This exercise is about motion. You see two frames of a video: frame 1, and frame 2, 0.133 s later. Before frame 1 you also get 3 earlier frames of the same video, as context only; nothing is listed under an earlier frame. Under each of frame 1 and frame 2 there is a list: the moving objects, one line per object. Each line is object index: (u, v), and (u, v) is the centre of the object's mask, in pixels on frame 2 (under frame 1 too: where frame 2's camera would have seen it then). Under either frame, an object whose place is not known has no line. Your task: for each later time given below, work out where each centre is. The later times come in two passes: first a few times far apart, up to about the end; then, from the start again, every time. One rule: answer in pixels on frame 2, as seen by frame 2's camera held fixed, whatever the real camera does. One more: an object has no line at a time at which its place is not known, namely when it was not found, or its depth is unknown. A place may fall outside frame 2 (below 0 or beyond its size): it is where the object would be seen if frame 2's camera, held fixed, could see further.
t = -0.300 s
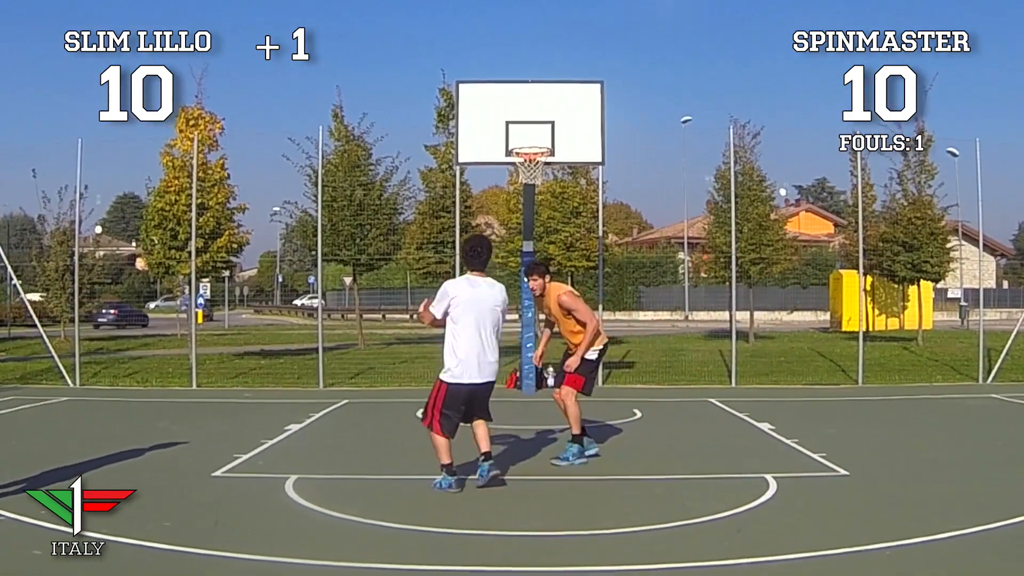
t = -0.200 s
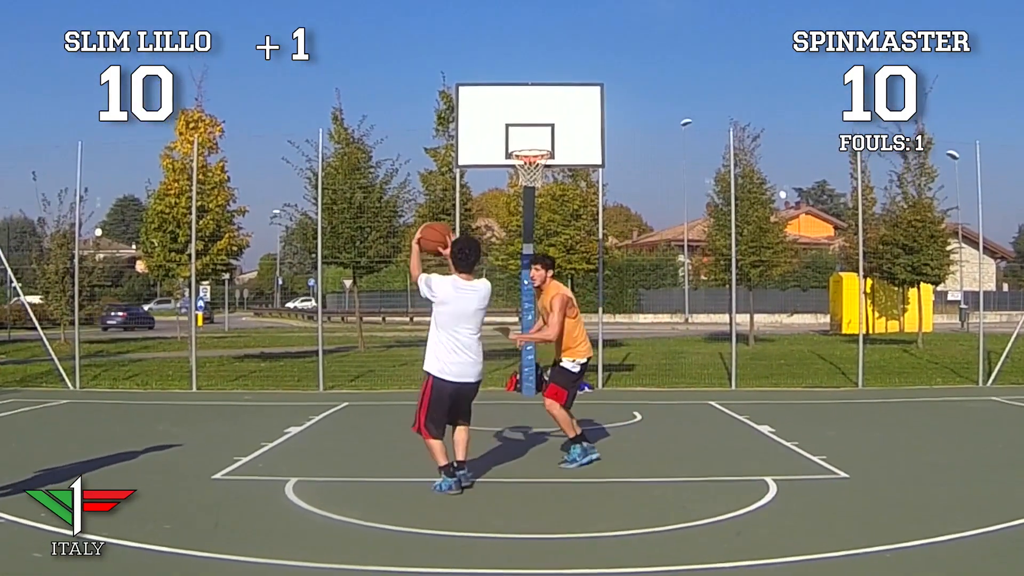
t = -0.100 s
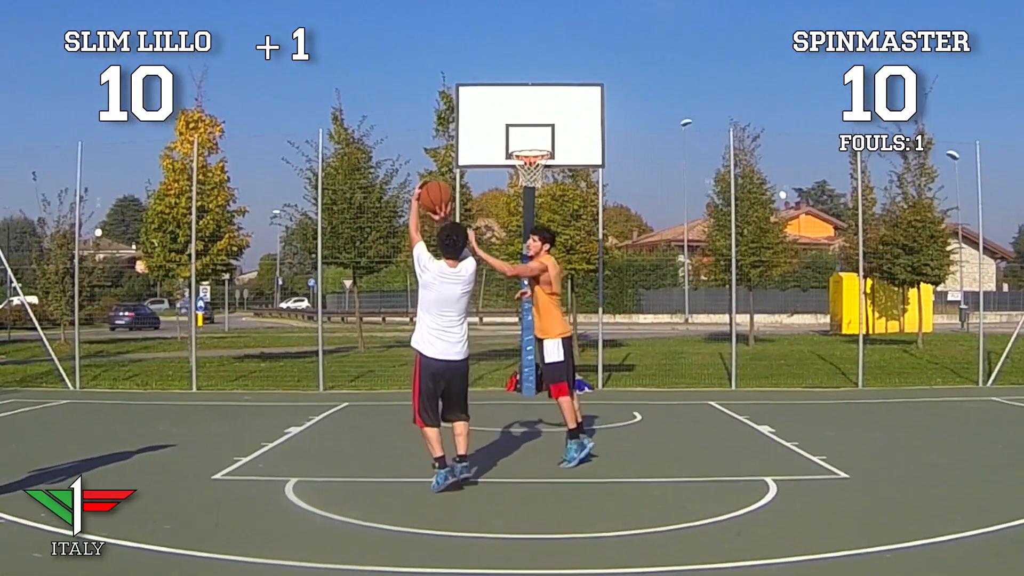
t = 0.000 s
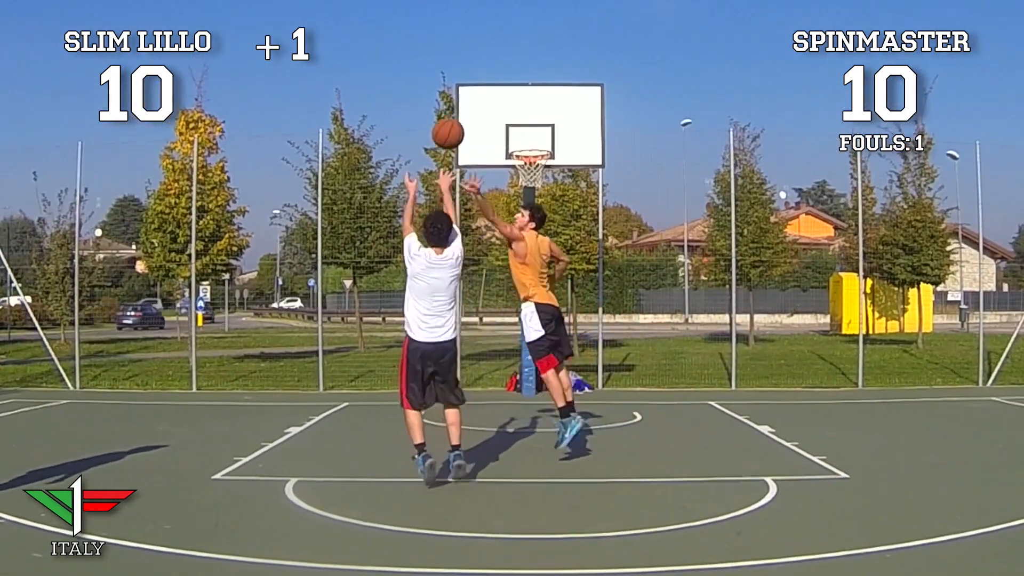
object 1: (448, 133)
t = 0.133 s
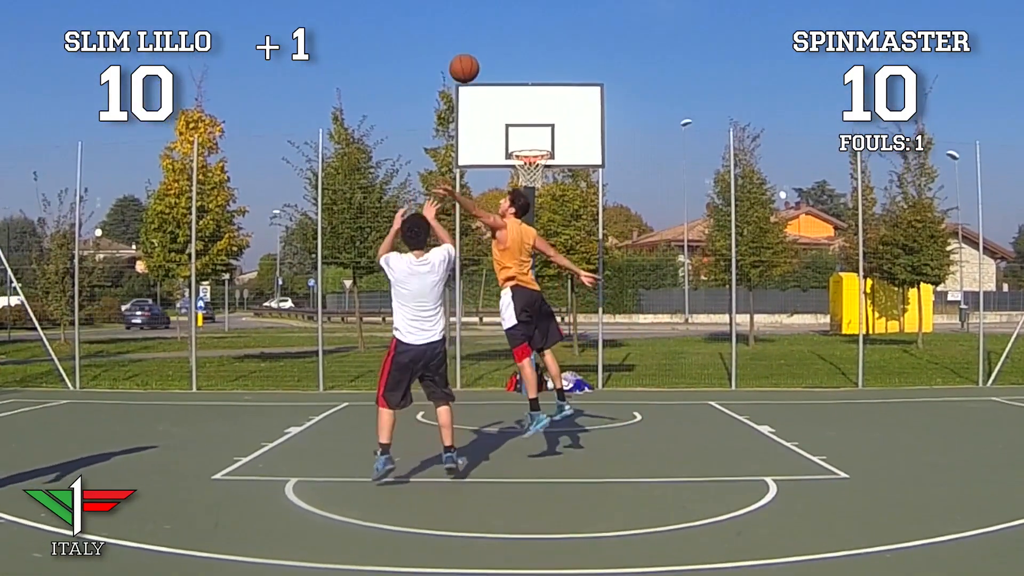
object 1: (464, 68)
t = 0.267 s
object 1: (478, 32)
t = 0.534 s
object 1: (501, 24)
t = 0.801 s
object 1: (519, 76)
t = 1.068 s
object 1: (533, 144)
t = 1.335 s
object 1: (517, 116)
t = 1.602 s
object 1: (496, 133)
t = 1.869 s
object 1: (474, 210)
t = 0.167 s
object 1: (468, 57)
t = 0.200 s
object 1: (471, 47)
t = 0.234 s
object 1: (475, 39)
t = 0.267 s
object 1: (478, 32)
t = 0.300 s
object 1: (481, 27)
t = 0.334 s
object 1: (484, 23)
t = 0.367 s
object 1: (487, 21)
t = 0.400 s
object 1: (490, 19)
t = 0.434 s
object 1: (493, 19)
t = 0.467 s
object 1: (496, 19)
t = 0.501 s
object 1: (498, 21)
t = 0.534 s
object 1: (501, 24)
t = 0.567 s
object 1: (503, 27)
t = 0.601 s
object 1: (506, 32)
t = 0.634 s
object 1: (508, 37)
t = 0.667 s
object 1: (510, 43)
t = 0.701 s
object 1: (512, 51)
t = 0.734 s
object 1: (515, 58)
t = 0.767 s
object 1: (517, 67)
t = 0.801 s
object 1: (519, 76)
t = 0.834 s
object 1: (520, 86)
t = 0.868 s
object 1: (522, 97)
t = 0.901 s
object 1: (524, 109)
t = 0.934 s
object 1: (526, 121)
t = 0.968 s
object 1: (528, 134)
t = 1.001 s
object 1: (530, 142)
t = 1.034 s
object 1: (531, 143)
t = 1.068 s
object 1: (533, 144)
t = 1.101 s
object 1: (535, 145)
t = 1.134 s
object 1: (532, 141)
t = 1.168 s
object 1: (530, 135)
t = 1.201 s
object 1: (527, 130)
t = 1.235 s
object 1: (524, 125)
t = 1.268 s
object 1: (522, 121)
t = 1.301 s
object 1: (520, 118)
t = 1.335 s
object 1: (517, 116)
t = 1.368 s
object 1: (514, 115)
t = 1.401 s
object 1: (512, 115)
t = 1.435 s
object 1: (509, 115)
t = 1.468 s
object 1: (506, 117)
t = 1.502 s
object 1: (504, 119)
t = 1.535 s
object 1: (501, 123)
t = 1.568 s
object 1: (498, 127)
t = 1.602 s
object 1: (496, 133)
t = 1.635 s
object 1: (493, 139)
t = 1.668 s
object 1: (490, 146)
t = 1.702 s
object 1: (488, 154)
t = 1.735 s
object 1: (485, 164)
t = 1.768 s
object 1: (482, 174)
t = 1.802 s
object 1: (479, 185)
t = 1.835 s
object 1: (477, 197)
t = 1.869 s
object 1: (474, 210)
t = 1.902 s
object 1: (471, 224)
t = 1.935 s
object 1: (469, 240)
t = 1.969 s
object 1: (466, 255)
